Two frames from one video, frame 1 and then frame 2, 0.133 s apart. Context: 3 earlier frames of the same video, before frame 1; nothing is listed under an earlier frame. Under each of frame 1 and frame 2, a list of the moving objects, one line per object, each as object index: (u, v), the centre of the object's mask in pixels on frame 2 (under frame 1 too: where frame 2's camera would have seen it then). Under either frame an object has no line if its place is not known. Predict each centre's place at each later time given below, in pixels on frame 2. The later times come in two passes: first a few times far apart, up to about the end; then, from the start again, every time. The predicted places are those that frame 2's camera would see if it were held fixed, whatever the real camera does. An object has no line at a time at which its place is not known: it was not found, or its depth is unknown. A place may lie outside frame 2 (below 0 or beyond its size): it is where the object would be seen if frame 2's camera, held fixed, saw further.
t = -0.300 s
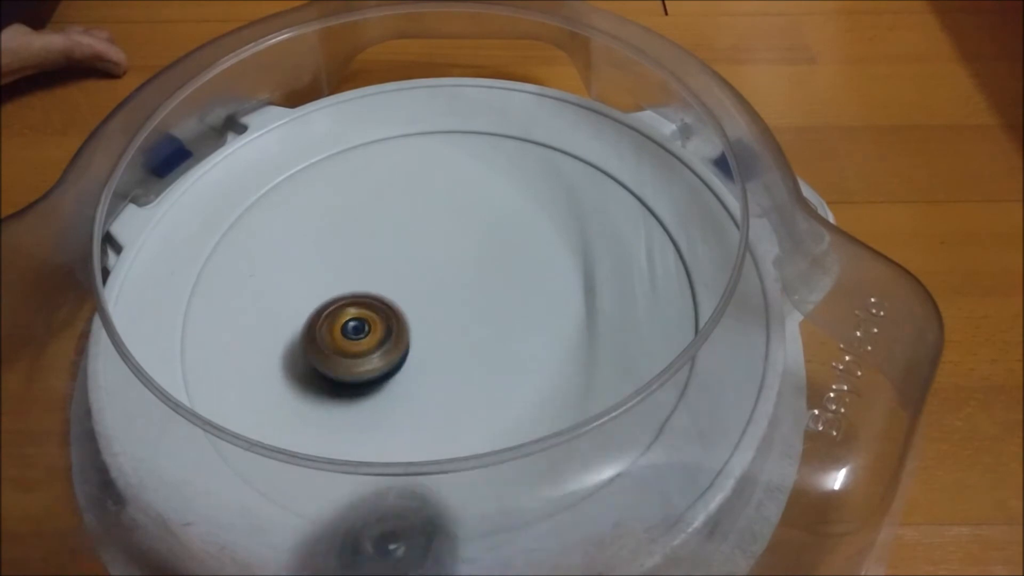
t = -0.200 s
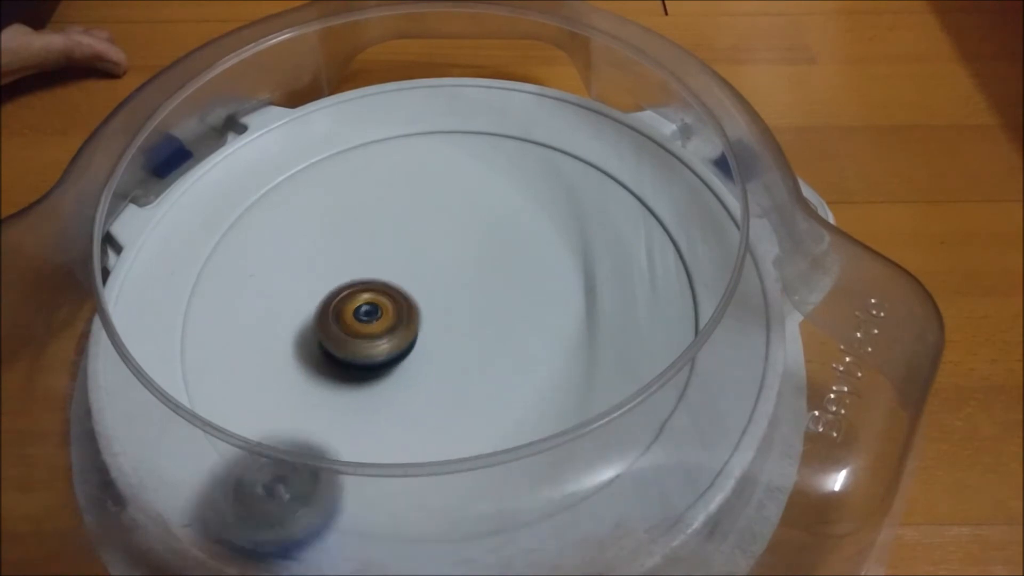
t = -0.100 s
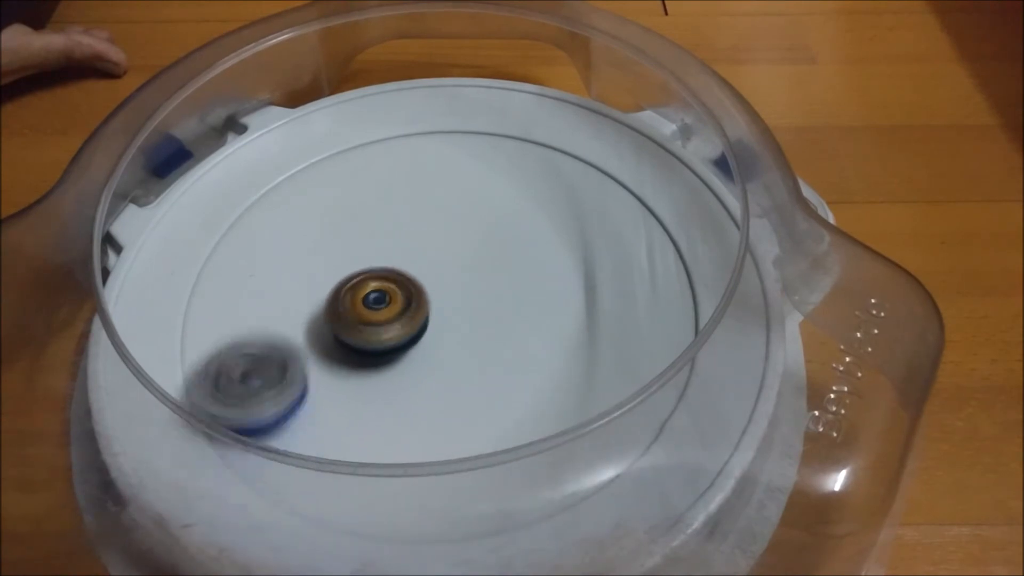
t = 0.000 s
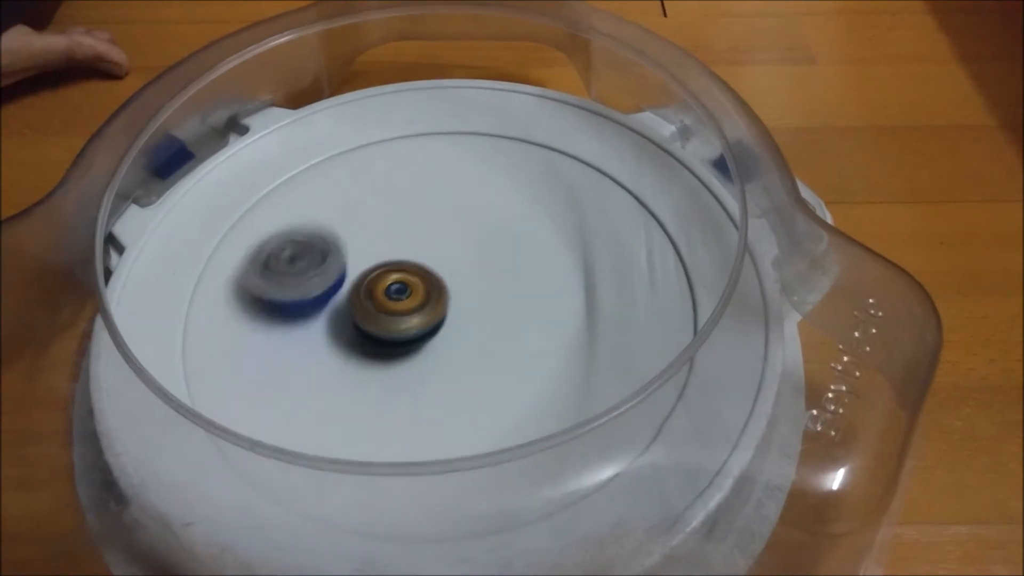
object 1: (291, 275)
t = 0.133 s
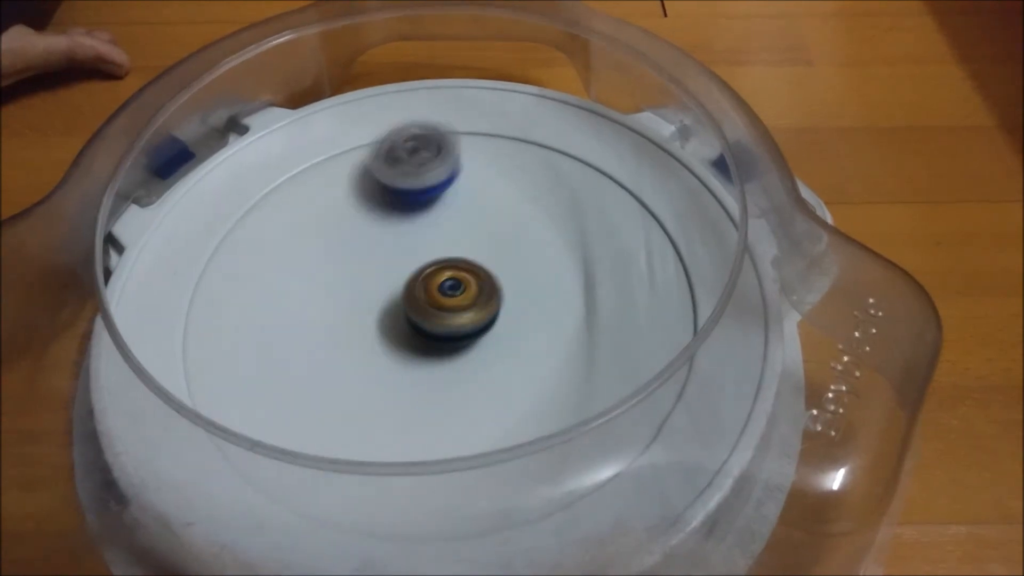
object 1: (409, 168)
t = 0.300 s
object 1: (590, 176)
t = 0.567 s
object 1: (560, 412)
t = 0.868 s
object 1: (272, 244)
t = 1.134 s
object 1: (487, 138)
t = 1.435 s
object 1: (522, 363)
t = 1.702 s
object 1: (206, 342)
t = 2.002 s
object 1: (384, 175)
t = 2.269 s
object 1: (555, 340)
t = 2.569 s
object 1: (276, 469)
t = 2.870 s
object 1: (312, 246)
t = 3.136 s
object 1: (568, 234)
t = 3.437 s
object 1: (559, 426)
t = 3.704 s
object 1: (306, 358)
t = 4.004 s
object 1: (381, 169)
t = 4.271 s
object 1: (553, 205)
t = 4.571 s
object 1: (450, 407)
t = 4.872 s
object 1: (218, 330)
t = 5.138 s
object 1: (355, 208)
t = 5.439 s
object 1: (562, 304)
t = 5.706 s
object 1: (473, 460)
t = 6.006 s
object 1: (305, 322)
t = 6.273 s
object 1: (434, 191)
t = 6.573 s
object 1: (590, 263)
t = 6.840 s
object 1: (437, 395)
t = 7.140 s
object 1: (261, 292)
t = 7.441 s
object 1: (404, 201)
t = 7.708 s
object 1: (535, 311)
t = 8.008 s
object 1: (408, 447)
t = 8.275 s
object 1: (308, 326)
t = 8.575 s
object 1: (458, 210)
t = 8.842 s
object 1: (573, 282)
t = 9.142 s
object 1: (402, 376)
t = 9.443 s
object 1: (307, 258)
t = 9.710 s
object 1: (445, 217)
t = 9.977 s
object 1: (531, 312)
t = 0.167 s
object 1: (446, 152)
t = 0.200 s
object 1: (485, 140)
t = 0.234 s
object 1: (523, 135)
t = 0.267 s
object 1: (556, 148)
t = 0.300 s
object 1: (590, 176)
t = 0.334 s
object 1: (621, 202)
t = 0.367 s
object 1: (648, 227)
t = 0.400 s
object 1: (659, 261)
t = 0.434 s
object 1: (662, 294)
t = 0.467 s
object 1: (670, 320)
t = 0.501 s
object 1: (648, 354)
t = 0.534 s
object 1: (605, 389)
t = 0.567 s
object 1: (560, 412)
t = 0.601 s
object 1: (509, 427)
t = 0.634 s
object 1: (454, 428)
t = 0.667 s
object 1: (404, 416)
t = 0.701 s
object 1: (358, 402)
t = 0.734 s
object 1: (321, 377)
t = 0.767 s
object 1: (295, 345)
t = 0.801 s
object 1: (278, 313)
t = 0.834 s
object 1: (270, 278)
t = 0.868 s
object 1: (272, 244)
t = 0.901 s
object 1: (281, 213)
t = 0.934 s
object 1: (295, 184)
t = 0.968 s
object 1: (316, 157)
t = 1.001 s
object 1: (339, 134)
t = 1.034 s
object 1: (378, 132)
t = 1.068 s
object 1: (416, 133)
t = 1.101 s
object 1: (454, 134)
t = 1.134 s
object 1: (487, 138)
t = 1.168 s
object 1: (514, 145)
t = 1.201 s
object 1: (540, 160)
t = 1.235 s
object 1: (560, 182)
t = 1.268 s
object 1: (573, 206)
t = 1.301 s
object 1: (580, 237)
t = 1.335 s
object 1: (579, 269)
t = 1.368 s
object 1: (570, 303)
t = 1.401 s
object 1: (550, 335)
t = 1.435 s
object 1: (522, 363)
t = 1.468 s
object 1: (483, 387)
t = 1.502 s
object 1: (442, 403)
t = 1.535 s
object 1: (396, 410)
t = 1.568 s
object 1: (349, 410)
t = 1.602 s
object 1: (307, 403)
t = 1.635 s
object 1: (265, 387)
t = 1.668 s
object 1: (233, 369)
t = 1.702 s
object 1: (206, 342)
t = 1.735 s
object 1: (189, 315)
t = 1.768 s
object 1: (183, 286)
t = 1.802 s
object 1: (206, 256)
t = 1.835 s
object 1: (231, 231)
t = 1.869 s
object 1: (258, 209)
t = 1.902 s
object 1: (287, 191)
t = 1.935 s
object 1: (319, 180)
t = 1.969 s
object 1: (349, 175)
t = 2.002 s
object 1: (384, 175)
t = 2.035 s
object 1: (416, 180)
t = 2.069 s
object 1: (446, 190)
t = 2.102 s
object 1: (475, 205)
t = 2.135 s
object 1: (504, 226)
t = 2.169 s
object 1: (524, 249)
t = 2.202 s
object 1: (541, 278)
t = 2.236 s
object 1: (550, 307)
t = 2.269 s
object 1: (555, 340)
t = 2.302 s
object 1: (550, 370)
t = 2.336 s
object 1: (533, 396)
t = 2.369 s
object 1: (511, 432)
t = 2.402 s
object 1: (482, 457)
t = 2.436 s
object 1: (442, 478)
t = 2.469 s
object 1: (399, 487)
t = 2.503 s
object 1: (354, 489)
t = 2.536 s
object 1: (312, 484)
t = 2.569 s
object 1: (276, 469)
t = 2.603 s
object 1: (248, 448)
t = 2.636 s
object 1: (229, 422)
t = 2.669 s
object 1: (219, 393)
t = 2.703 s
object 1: (221, 362)
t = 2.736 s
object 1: (225, 334)
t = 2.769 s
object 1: (240, 308)
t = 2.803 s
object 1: (259, 284)
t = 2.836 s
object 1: (282, 264)
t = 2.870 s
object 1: (312, 246)
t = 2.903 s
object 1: (345, 231)
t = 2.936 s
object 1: (376, 221)
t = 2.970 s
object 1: (407, 213)
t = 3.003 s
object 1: (443, 209)
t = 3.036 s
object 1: (478, 209)
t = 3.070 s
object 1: (508, 212)
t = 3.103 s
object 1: (539, 221)
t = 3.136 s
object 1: (568, 234)
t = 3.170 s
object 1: (590, 248)
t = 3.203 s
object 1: (610, 267)
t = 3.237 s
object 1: (625, 287)
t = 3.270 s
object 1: (634, 310)
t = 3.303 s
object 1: (631, 333)
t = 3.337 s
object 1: (629, 356)
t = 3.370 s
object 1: (614, 380)
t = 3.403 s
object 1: (591, 404)
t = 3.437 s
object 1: (559, 426)
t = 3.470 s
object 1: (522, 439)
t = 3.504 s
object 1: (483, 445)
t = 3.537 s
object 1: (441, 445)
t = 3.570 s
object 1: (406, 436)
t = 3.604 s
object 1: (375, 418)
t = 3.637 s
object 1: (345, 405)
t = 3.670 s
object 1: (323, 382)
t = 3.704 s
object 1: (306, 358)
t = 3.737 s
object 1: (297, 333)
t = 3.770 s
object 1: (293, 309)
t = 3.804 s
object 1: (295, 283)
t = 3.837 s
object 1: (300, 259)
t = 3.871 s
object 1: (311, 237)
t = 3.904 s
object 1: (324, 216)
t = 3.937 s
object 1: (342, 197)
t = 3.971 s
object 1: (361, 182)
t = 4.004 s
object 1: (381, 169)
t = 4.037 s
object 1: (403, 159)
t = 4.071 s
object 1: (426, 153)
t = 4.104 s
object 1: (451, 150)
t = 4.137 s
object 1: (474, 152)
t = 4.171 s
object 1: (498, 158)
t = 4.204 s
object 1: (519, 168)
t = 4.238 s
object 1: (538, 184)
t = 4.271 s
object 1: (553, 205)
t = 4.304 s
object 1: (564, 227)
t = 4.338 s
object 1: (569, 253)
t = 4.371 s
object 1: (568, 280)
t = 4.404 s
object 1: (563, 307)
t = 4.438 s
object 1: (551, 333)
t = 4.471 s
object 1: (532, 357)
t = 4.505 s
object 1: (507, 378)
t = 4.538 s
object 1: (481, 395)
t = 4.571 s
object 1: (450, 407)
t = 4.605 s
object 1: (415, 415)
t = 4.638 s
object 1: (382, 416)
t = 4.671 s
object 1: (346, 422)
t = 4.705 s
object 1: (314, 416)
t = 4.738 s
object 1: (286, 406)
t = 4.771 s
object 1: (263, 388)
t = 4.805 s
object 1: (242, 371)
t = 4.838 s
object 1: (226, 352)
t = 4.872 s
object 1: (218, 330)
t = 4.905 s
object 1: (216, 307)
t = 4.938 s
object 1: (222, 285)
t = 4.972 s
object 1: (233, 266)
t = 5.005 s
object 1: (251, 248)
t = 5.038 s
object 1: (274, 233)
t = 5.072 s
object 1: (298, 221)
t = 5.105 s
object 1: (326, 212)
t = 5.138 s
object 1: (355, 208)
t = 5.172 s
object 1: (385, 207)
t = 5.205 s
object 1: (413, 209)
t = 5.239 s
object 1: (444, 214)
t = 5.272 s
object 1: (471, 222)
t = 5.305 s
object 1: (495, 233)
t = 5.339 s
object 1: (516, 247)
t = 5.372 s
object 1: (533, 264)
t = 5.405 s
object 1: (549, 282)
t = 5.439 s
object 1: (562, 304)
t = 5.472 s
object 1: (572, 325)
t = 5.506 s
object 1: (574, 348)
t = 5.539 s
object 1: (572, 369)
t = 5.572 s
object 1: (561, 387)
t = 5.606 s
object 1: (550, 411)
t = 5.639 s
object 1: (529, 434)
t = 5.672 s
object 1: (503, 449)
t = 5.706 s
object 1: (473, 460)
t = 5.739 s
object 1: (440, 463)
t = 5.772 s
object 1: (407, 462)
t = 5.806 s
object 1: (375, 452)
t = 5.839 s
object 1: (351, 433)
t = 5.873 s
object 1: (330, 412)
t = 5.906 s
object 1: (312, 394)
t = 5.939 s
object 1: (304, 370)
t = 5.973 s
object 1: (302, 347)
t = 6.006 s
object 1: (305, 322)
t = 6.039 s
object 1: (314, 299)
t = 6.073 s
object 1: (324, 277)
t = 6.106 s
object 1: (337, 258)
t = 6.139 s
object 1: (354, 240)
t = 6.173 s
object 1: (372, 225)
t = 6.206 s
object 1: (392, 210)
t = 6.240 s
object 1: (412, 199)
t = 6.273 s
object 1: (434, 191)
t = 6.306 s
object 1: (458, 185)
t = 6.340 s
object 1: (480, 184)
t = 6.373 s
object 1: (504, 185)
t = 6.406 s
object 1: (524, 190)
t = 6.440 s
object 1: (544, 197)
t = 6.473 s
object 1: (562, 209)
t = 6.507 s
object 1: (575, 224)
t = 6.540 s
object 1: (584, 243)
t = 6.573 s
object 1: (590, 263)
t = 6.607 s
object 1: (591, 285)
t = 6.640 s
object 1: (583, 310)
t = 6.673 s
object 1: (570, 331)
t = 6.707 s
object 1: (549, 352)
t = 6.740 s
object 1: (524, 368)
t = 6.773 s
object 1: (497, 380)
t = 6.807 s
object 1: (469, 388)
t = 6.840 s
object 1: (437, 395)
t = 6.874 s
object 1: (405, 398)
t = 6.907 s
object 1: (376, 395)
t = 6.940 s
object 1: (348, 389)
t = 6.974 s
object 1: (324, 376)
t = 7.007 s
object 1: (304, 363)
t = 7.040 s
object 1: (287, 347)
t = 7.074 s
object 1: (274, 329)
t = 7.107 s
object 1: (266, 312)
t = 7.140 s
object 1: (261, 292)
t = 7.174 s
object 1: (264, 273)
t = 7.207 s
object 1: (269, 256)
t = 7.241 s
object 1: (279, 240)
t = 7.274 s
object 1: (294, 225)
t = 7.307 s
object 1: (311, 214)
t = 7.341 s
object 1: (332, 205)
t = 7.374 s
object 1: (355, 200)
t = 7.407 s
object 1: (379, 199)
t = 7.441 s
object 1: (404, 201)
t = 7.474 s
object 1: (428, 205)
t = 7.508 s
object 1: (452, 213)
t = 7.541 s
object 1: (475, 225)
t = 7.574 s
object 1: (492, 238)
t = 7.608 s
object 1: (507, 254)
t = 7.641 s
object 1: (519, 271)
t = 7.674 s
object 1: (528, 291)
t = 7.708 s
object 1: (535, 311)
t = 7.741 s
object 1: (538, 333)
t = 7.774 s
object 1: (536, 353)
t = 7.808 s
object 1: (529, 371)
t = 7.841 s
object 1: (519, 390)
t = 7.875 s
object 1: (502, 406)
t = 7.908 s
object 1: (485, 422)
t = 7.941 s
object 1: (462, 436)
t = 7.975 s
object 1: (436, 444)
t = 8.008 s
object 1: (408, 447)
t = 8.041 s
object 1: (380, 445)
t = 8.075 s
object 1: (357, 436)
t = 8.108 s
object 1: (337, 416)
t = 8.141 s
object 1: (319, 405)
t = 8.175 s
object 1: (305, 387)
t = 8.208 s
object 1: (301, 367)
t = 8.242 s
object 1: (303, 345)
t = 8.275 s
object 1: (308, 326)
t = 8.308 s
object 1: (317, 306)
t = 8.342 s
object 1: (325, 289)
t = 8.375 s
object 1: (342, 272)
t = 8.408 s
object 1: (357, 258)
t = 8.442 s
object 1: (376, 245)
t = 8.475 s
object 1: (394, 233)
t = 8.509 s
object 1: (416, 223)
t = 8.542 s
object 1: (436, 215)
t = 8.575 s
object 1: (458, 210)
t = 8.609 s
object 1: (479, 208)
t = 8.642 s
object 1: (501, 210)
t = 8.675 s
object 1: (520, 215)
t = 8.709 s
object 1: (536, 224)
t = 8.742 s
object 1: (551, 235)
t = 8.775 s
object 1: (563, 249)
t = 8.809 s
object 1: (571, 265)
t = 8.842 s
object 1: (573, 282)
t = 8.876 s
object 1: (571, 303)
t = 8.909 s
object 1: (562, 321)
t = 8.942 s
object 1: (547, 340)
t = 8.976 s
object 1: (528, 353)
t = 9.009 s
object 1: (504, 365)
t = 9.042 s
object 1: (479, 372)
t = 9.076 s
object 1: (451, 376)
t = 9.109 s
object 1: (426, 378)
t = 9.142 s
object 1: (402, 376)
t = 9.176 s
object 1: (377, 369)
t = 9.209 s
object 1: (357, 362)
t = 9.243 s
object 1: (339, 350)
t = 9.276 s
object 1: (324, 336)
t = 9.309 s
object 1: (314, 322)
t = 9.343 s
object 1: (305, 306)
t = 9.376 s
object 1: (299, 290)
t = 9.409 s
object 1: (302, 273)
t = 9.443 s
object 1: (307, 258)
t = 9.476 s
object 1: (316, 244)
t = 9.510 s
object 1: (330, 232)
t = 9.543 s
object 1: (345, 223)
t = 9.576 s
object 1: (363, 218)
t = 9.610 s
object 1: (384, 214)
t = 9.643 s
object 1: (402, 213)
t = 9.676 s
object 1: (424, 215)
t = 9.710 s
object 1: (445, 217)
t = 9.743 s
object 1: (462, 220)
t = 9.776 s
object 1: (480, 227)
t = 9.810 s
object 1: (501, 241)
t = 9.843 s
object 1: (510, 254)
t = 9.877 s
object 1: (519, 269)
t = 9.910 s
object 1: (526, 284)
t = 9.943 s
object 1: (527, 298)
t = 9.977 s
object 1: (531, 312)
